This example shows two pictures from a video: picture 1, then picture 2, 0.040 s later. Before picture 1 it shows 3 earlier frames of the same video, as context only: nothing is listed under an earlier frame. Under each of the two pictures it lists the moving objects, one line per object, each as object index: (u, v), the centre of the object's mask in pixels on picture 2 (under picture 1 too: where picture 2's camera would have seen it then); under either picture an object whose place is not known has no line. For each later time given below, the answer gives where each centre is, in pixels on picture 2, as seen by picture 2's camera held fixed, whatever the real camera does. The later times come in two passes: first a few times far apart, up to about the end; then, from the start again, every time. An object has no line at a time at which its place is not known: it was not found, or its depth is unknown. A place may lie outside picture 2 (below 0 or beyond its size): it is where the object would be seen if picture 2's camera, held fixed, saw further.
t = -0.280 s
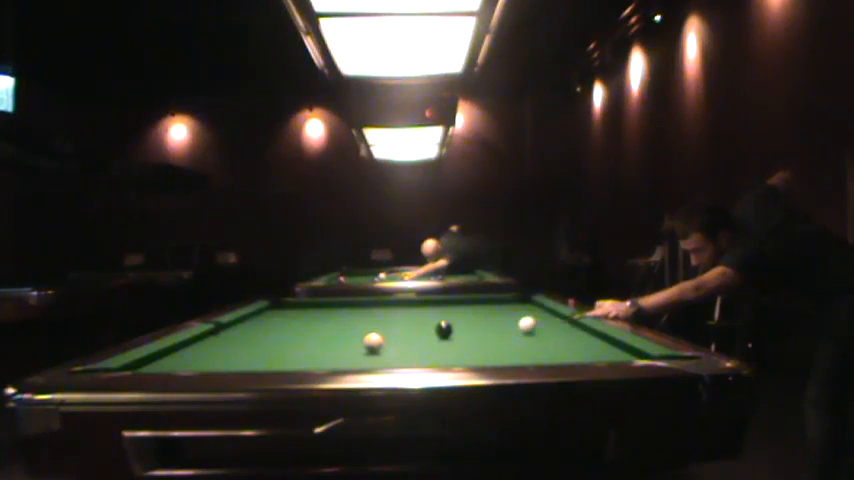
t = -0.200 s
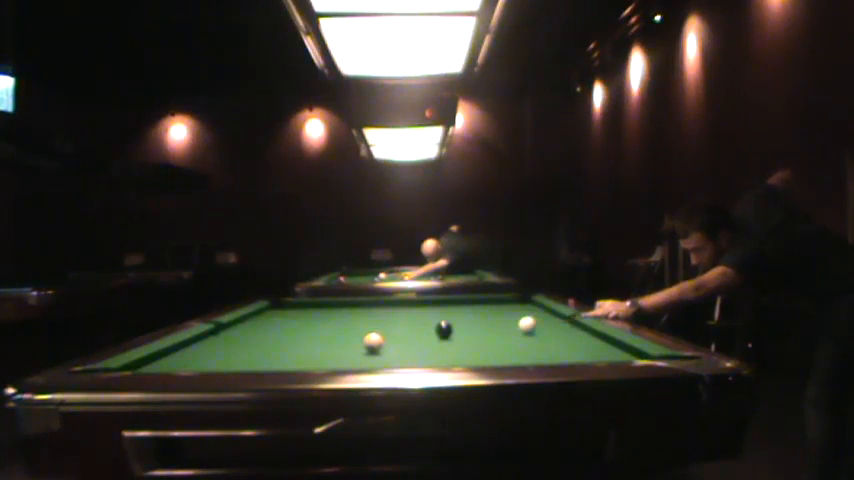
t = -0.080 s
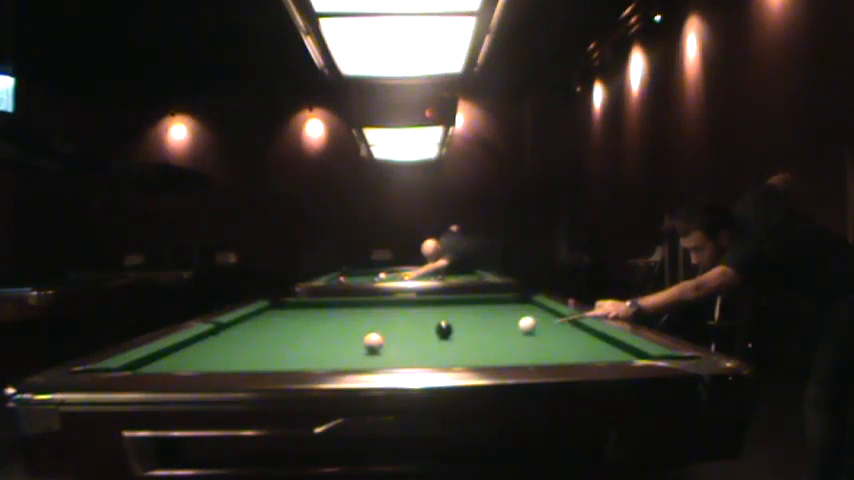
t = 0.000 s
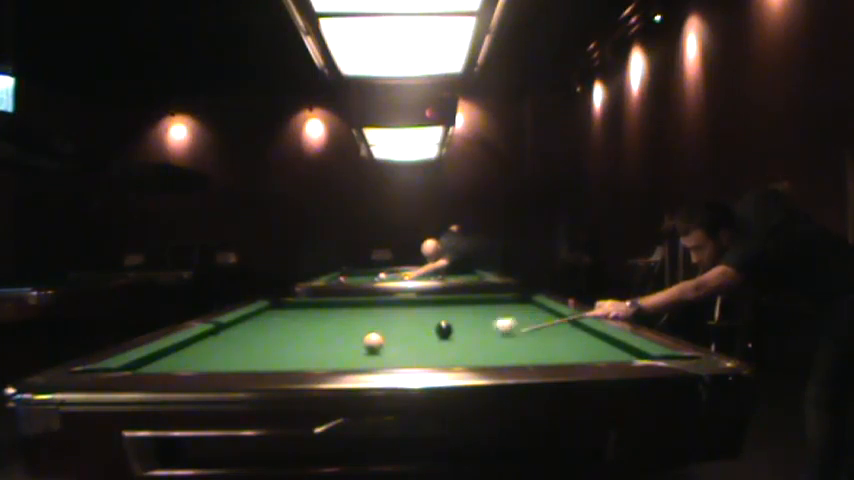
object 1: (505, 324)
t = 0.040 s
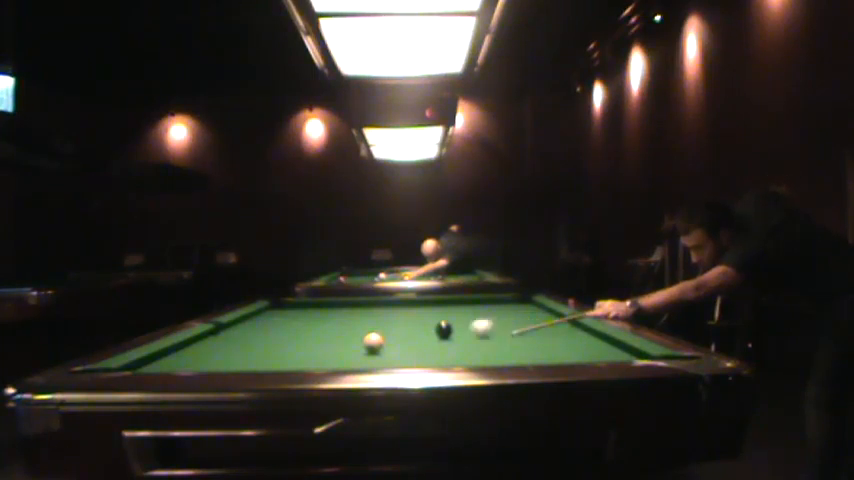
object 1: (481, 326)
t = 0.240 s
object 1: (443, 333)
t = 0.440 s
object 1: (431, 339)
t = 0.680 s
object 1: (414, 347)
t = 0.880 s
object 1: (399, 354)
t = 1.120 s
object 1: (379, 361)
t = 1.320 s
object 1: (374, 361)
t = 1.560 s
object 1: (386, 360)
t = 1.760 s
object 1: (396, 357)
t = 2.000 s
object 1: (404, 355)
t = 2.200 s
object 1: (411, 353)
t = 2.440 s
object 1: (419, 350)
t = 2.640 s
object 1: (424, 347)
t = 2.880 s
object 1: (430, 344)
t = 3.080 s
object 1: (433, 342)
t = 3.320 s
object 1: (438, 340)
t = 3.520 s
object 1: (441, 339)
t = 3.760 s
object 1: (445, 337)
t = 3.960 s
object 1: (447, 336)
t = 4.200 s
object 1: (449, 335)
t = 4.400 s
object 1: (451, 334)
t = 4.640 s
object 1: (453, 334)
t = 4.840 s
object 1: (454, 333)
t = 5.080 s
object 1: (455, 333)
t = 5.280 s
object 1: (455, 333)
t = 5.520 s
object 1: (455, 333)
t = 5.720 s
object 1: (455, 333)
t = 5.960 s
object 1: (455, 333)
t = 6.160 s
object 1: (455, 333)
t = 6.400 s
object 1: (455, 333)
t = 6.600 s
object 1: (456, 333)
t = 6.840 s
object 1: (455, 333)
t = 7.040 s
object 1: (456, 333)
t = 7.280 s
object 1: (455, 333)
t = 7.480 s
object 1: (455, 333)
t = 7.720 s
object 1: (455, 333)
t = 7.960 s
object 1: (455, 333)
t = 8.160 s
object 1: (455, 333)
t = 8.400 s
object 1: (455, 333)
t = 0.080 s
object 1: (461, 328)
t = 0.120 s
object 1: (455, 330)
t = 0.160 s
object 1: (450, 331)
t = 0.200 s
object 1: (446, 332)
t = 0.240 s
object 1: (443, 333)
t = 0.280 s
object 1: (441, 335)
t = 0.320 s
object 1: (438, 336)
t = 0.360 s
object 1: (436, 337)
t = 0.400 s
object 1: (433, 338)
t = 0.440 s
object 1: (431, 339)
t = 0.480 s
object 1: (428, 340)
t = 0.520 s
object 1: (425, 342)
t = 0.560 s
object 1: (423, 343)
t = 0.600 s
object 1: (420, 344)
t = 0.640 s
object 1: (417, 345)
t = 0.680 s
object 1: (414, 347)
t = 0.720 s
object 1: (411, 348)
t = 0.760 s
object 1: (408, 350)
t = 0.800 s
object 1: (405, 351)
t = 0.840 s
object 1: (402, 352)
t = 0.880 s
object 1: (399, 354)
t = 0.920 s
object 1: (396, 355)
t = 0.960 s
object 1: (393, 355)
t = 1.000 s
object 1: (389, 357)
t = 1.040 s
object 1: (386, 358)
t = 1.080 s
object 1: (382, 359)
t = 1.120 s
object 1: (379, 361)
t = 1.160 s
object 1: (375, 361)
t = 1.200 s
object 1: (371, 362)
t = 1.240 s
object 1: (370, 362)
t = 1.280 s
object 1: (372, 362)
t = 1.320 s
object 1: (374, 361)
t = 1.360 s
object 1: (375, 361)
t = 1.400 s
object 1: (378, 360)
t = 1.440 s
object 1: (381, 360)
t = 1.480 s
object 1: (382, 360)
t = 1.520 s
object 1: (384, 360)
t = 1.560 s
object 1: (386, 360)
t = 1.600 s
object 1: (388, 358)
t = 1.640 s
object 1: (390, 358)
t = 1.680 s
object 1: (392, 358)
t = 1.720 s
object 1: (393, 358)
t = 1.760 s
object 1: (396, 357)
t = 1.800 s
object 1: (397, 357)
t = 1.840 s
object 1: (398, 356)
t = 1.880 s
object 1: (400, 356)
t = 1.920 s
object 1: (402, 356)
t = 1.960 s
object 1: (403, 355)
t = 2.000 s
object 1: (404, 355)
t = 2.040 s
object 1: (406, 354)
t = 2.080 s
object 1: (407, 354)
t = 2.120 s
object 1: (409, 354)
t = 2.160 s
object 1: (410, 354)
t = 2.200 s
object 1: (411, 353)
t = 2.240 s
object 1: (412, 352)
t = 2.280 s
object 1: (414, 352)
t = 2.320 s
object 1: (415, 351)
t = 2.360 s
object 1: (417, 350)
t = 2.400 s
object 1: (418, 350)
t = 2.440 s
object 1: (419, 350)
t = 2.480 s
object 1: (420, 349)
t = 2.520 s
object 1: (421, 348)
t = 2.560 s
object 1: (422, 347)
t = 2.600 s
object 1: (423, 347)
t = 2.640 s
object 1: (424, 347)
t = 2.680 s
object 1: (425, 346)
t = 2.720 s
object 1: (426, 346)
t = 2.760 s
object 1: (427, 345)
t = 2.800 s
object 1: (428, 345)
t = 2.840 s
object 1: (429, 344)
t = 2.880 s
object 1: (430, 344)
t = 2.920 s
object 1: (430, 343)
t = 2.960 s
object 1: (431, 343)
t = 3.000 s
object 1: (432, 343)
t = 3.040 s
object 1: (432, 342)
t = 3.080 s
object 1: (433, 342)
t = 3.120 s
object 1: (434, 342)
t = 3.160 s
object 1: (435, 342)
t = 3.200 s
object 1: (436, 341)
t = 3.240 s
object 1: (436, 341)
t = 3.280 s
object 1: (437, 340)
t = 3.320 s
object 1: (438, 340)
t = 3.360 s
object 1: (439, 340)
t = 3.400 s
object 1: (439, 339)
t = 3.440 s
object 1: (440, 339)
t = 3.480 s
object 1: (440, 339)
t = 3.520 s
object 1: (441, 339)
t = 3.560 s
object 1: (442, 338)
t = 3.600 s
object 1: (442, 338)
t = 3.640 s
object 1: (443, 337)
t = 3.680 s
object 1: (444, 337)
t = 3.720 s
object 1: (444, 337)
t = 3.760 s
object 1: (445, 337)
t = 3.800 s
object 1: (445, 337)
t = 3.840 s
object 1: (446, 336)
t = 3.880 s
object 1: (446, 336)
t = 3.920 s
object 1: (446, 336)
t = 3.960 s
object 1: (447, 336)
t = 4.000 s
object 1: (447, 335)
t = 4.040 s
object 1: (448, 335)
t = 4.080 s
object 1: (448, 335)
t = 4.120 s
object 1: (448, 335)
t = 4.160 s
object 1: (449, 335)
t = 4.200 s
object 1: (449, 335)
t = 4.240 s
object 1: (450, 335)
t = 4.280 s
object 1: (450, 334)
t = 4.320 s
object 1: (450, 334)
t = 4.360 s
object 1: (451, 334)
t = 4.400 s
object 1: (451, 334)
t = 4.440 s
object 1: (451, 334)
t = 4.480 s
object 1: (452, 334)
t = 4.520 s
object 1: (452, 334)
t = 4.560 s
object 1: (452, 334)
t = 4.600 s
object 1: (453, 334)
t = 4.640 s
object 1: (453, 334)
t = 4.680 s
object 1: (453, 334)
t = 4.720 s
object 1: (453, 334)
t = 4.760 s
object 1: (454, 334)
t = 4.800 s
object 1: (454, 334)
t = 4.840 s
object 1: (454, 333)
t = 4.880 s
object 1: (454, 333)
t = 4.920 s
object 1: (454, 333)
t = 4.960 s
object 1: (454, 333)
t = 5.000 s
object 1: (454, 333)
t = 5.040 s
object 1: (455, 333)
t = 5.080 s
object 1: (455, 333)
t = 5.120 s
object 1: (455, 333)
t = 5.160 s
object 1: (455, 333)
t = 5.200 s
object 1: (455, 333)
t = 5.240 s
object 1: (455, 333)
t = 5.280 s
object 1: (455, 333)
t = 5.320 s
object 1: (455, 333)
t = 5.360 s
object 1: (455, 333)
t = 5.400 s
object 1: (455, 333)
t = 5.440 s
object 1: (455, 333)
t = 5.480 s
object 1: (455, 333)
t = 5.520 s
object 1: (455, 333)
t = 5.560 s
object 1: (455, 333)
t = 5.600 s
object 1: (455, 333)
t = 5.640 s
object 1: (455, 333)
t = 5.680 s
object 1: (455, 333)
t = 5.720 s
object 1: (455, 333)
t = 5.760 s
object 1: (455, 333)
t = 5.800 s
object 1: (455, 333)
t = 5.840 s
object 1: (455, 333)
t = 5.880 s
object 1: (455, 333)
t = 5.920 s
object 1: (455, 333)
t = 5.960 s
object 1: (455, 333)
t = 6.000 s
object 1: (455, 333)
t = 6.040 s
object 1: (455, 333)
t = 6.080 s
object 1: (455, 333)
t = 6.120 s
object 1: (455, 333)
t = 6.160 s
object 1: (455, 333)
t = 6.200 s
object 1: (455, 333)
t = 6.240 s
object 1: (455, 333)
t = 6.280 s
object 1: (455, 333)
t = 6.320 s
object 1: (455, 333)
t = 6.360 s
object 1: (455, 333)
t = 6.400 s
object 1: (455, 333)
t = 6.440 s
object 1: (455, 333)
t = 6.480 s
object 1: (455, 333)
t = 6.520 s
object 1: (455, 333)
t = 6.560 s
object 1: (455, 333)
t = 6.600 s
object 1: (456, 333)
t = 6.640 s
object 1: (455, 333)
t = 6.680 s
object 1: (455, 333)
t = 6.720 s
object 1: (455, 333)
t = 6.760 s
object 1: (455, 333)
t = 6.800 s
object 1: (456, 333)
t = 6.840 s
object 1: (455, 333)
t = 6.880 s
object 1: (455, 333)
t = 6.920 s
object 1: (455, 333)
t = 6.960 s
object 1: (455, 333)
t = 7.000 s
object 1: (455, 333)
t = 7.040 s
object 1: (456, 333)
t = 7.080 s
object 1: (456, 333)
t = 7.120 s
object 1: (455, 333)
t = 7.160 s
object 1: (455, 333)
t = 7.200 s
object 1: (455, 333)
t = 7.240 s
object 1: (455, 333)
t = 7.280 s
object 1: (455, 333)
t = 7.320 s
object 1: (455, 333)
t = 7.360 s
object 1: (455, 333)
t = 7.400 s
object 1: (455, 333)
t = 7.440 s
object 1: (455, 333)
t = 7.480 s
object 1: (455, 333)
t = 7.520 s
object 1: (455, 333)
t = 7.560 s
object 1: (455, 333)
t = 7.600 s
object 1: (455, 333)
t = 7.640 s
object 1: (455, 333)
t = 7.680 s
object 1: (455, 333)
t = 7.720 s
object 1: (455, 333)
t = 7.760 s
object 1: (455, 333)
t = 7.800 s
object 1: (455, 333)
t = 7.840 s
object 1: (455, 333)
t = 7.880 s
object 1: (455, 333)
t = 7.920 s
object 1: (455, 333)
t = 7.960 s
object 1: (455, 333)
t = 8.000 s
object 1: (455, 333)
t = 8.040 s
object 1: (455, 333)
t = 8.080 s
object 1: (455, 333)
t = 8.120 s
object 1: (455, 333)
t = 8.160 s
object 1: (455, 333)
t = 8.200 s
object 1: (455, 333)
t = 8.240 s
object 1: (455, 333)
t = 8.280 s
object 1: (455, 333)
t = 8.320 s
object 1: (455, 333)
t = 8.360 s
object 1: (455, 333)
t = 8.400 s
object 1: (455, 333)
